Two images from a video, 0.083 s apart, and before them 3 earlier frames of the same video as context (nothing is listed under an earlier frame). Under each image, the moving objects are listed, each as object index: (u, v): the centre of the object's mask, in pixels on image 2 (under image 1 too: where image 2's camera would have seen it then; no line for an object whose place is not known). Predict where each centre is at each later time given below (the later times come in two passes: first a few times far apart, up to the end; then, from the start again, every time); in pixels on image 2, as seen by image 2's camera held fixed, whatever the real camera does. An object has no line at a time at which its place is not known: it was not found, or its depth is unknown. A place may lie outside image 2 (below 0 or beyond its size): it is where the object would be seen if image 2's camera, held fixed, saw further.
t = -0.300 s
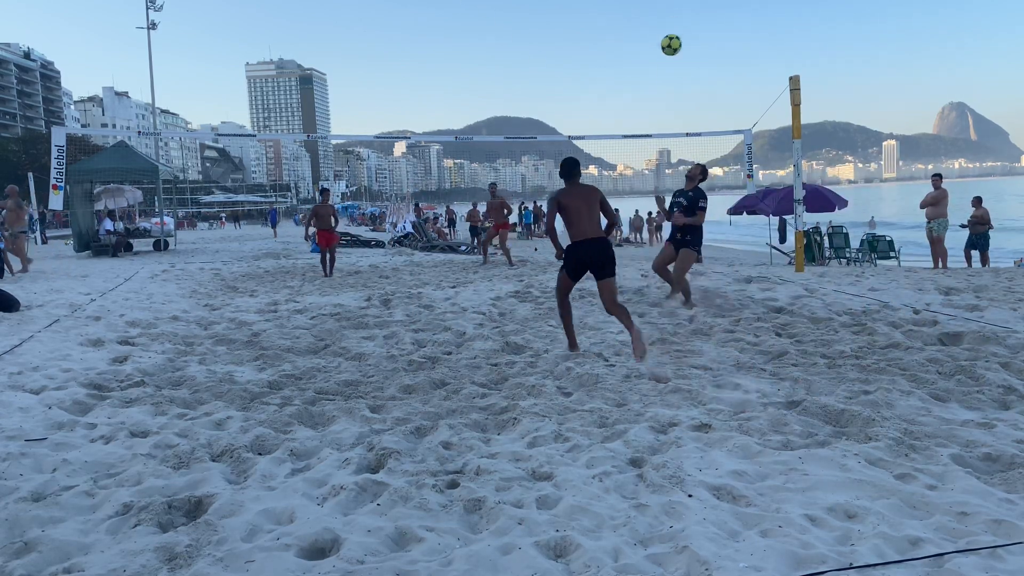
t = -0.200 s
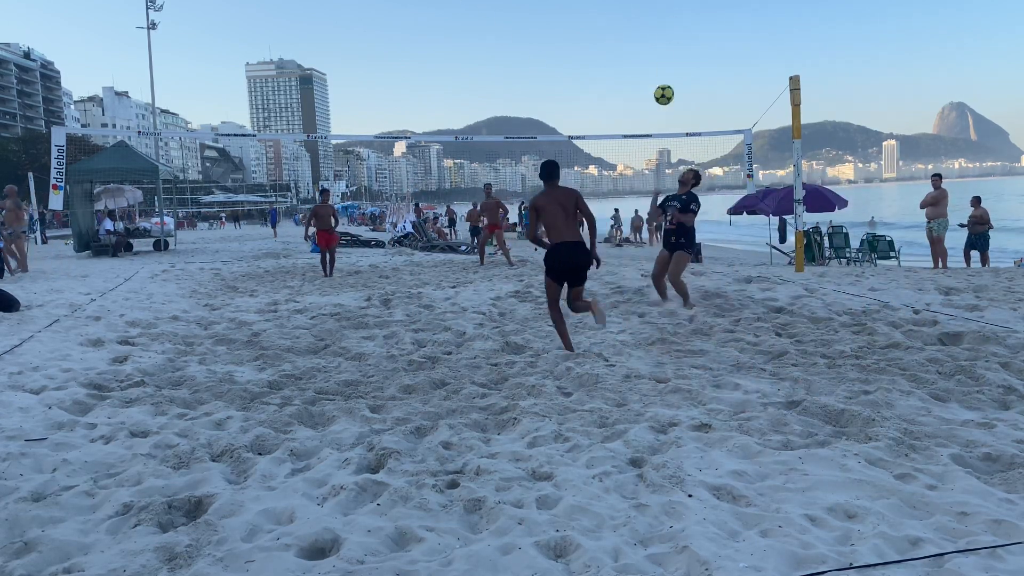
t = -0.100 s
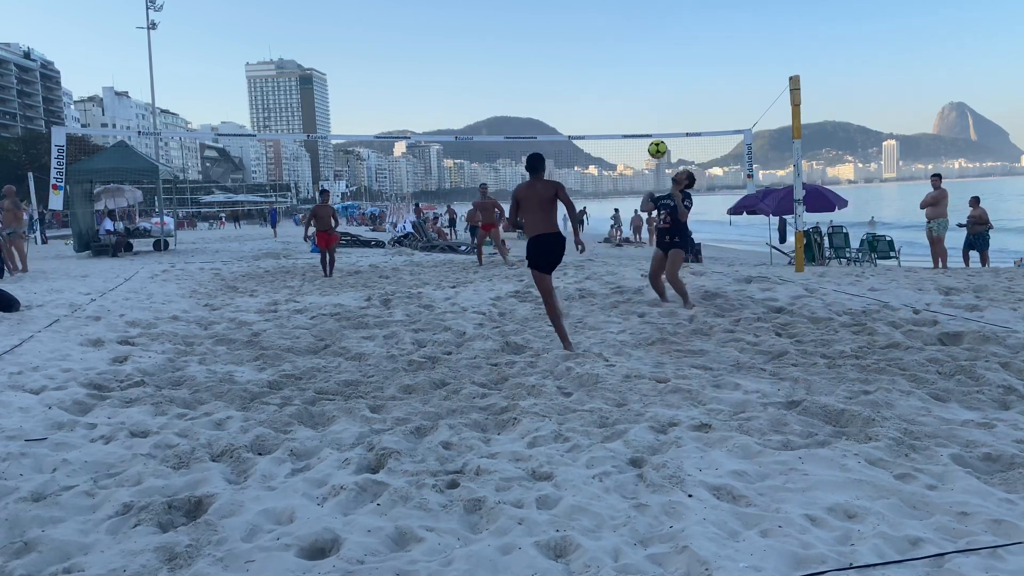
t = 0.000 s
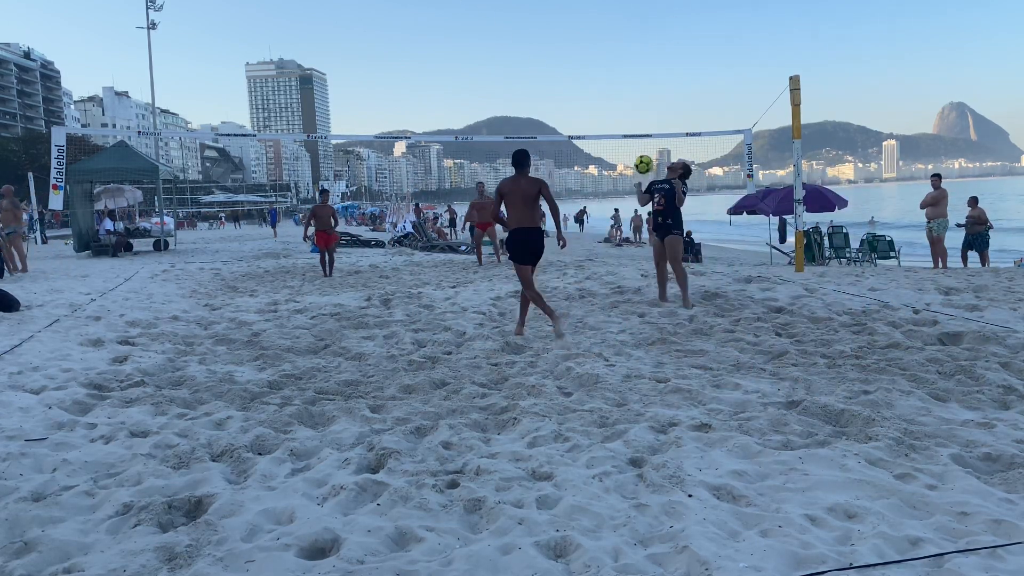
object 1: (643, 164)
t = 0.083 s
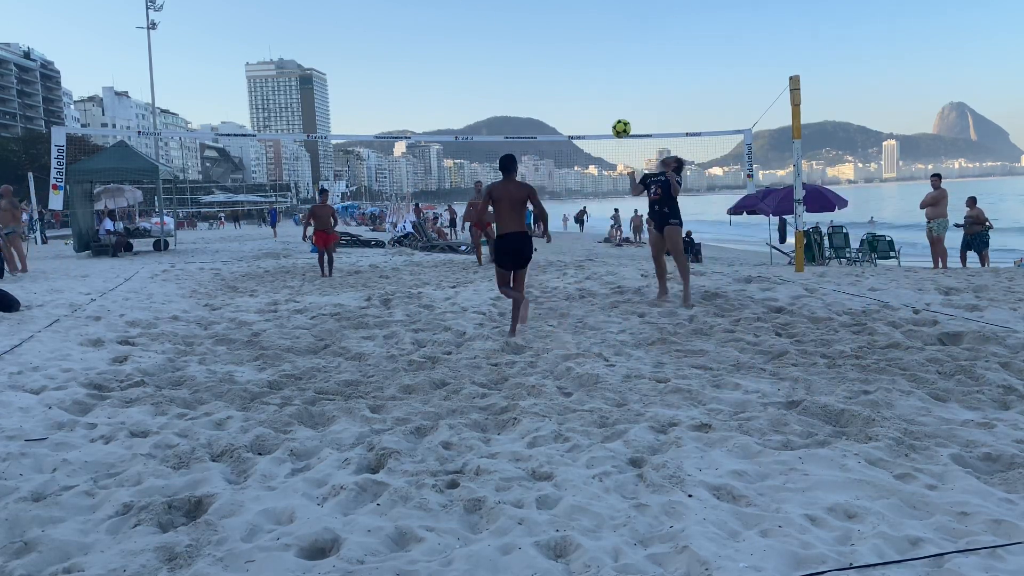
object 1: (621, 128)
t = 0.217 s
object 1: (586, 83)
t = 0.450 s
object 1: (527, 41)
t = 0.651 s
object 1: (478, 45)
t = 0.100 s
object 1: (617, 122)
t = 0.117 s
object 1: (612, 116)
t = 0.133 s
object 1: (608, 110)
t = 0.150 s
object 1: (604, 104)
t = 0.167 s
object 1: (599, 98)
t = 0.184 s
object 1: (595, 93)
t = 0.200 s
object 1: (591, 88)
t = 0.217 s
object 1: (586, 83)
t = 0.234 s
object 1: (582, 78)
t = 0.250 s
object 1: (578, 74)
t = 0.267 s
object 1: (573, 70)
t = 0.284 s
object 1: (569, 66)
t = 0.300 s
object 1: (565, 63)
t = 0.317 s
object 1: (560, 59)
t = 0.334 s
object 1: (556, 56)
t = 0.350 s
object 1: (552, 53)
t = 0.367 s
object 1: (548, 51)
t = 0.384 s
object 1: (544, 48)
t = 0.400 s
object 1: (539, 46)
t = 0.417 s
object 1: (535, 44)
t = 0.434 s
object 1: (531, 43)
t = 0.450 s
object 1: (527, 41)
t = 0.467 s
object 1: (523, 40)
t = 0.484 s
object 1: (518, 40)
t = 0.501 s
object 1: (514, 39)
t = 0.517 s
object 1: (510, 38)
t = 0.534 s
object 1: (506, 38)
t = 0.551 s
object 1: (502, 38)
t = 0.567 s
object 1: (498, 39)
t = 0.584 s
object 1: (494, 40)
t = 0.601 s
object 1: (490, 40)
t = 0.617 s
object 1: (486, 41)
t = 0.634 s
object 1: (482, 43)
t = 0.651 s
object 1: (478, 45)
